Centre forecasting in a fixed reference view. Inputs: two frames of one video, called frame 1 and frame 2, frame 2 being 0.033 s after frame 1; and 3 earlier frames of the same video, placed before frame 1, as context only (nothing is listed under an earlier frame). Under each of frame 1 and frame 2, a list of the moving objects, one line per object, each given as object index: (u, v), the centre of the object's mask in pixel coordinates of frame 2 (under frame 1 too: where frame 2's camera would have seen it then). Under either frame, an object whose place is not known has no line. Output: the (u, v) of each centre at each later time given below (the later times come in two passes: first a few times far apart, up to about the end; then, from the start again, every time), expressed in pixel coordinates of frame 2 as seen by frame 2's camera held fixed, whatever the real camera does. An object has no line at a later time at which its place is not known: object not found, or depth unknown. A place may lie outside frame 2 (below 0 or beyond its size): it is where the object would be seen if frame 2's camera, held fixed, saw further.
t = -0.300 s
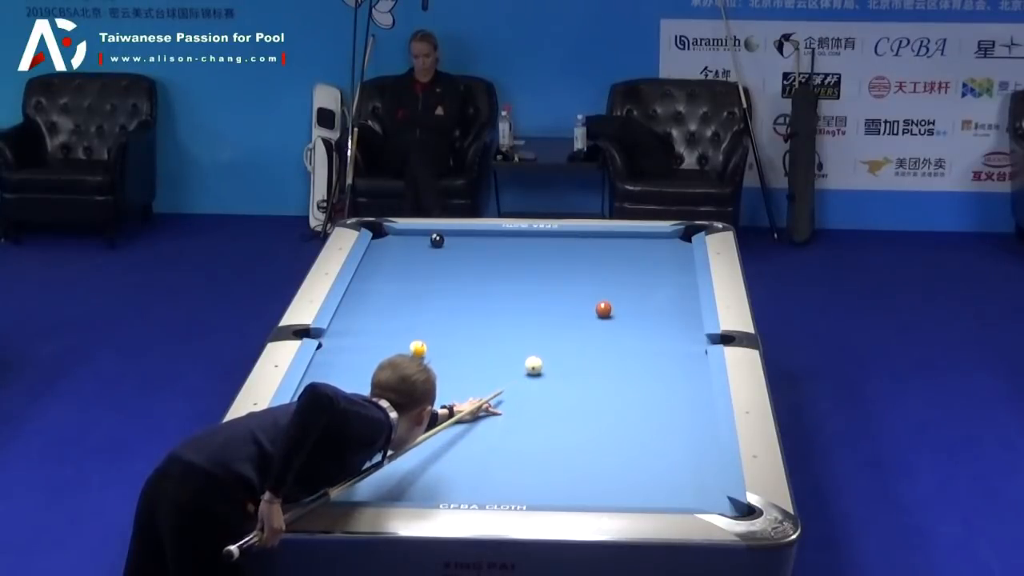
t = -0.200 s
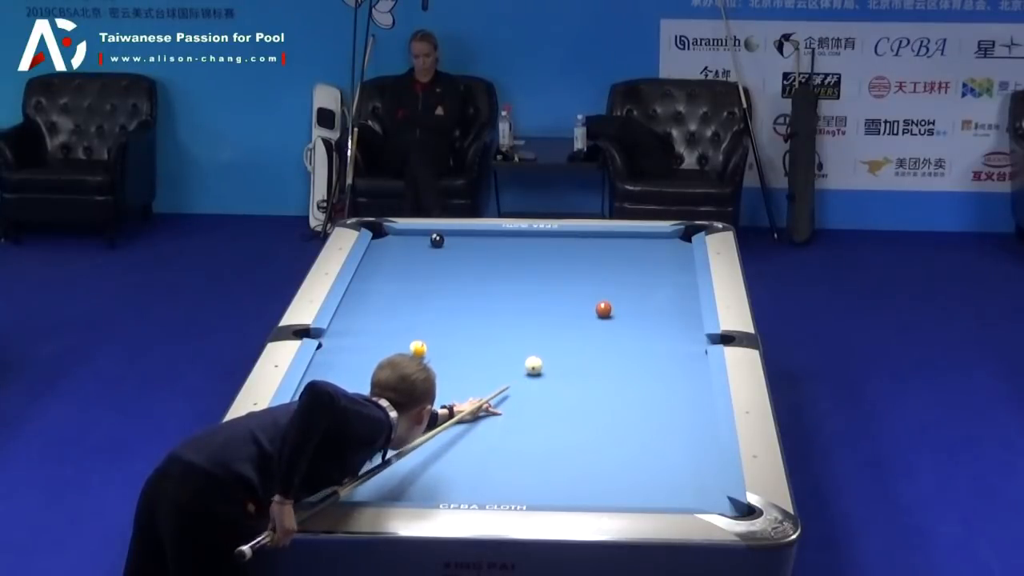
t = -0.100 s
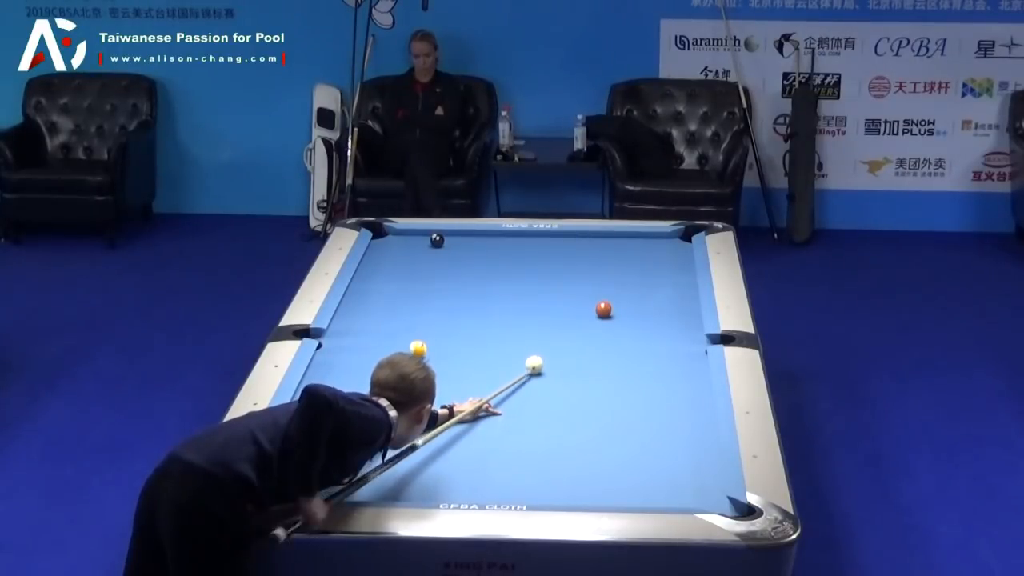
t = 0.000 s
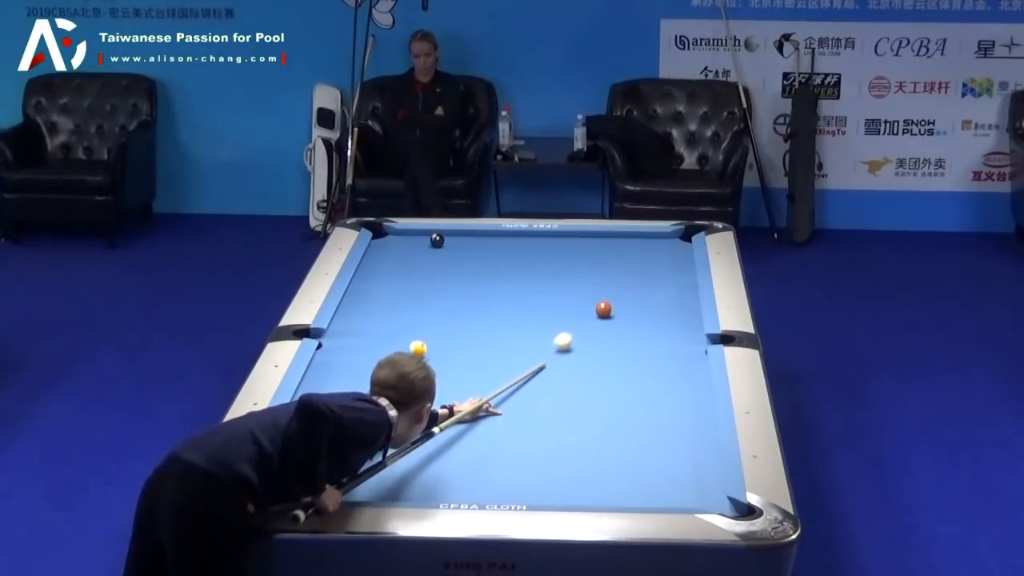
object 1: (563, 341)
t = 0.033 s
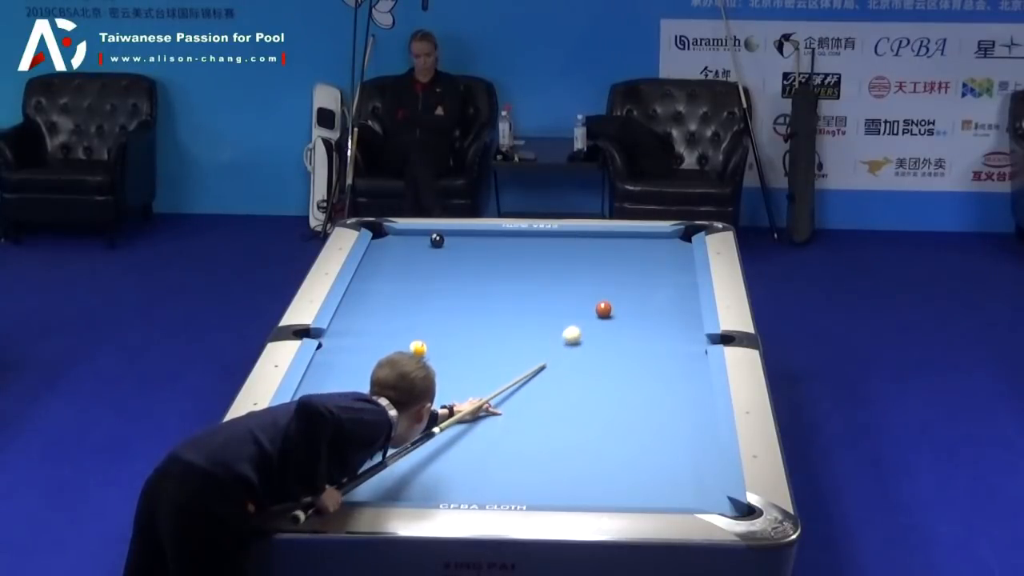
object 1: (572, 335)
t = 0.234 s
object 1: (600, 314)
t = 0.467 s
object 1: (605, 315)
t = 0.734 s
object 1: (608, 315)
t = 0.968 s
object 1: (610, 315)
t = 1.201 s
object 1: (611, 316)
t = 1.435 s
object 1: (612, 316)
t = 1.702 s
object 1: (611, 315)
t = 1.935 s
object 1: (611, 315)
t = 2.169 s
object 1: (611, 315)
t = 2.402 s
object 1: (611, 315)
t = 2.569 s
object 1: (612, 315)
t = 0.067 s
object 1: (580, 328)
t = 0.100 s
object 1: (587, 323)
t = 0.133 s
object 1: (595, 317)
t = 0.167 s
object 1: (599, 314)
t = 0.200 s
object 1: (599, 314)
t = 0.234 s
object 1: (600, 314)
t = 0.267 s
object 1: (601, 314)
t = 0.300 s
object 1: (601, 314)
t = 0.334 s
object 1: (602, 314)
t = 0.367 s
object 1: (603, 315)
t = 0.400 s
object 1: (603, 315)
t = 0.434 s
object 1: (604, 315)
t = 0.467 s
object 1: (605, 315)
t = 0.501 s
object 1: (605, 315)
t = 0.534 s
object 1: (605, 315)
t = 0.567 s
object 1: (606, 315)
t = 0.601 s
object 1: (606, 315)
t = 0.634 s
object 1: (607, 315)
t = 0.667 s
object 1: (607, 315)
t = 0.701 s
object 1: (608, 315)
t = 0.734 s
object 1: (608, 315)
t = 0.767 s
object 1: (608, 315)
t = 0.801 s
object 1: (609, 315)
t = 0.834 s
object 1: (609, 315)
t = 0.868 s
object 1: (609, 315)
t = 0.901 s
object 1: (610, 315)
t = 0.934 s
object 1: (610, 315)
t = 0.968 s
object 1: (610, 315)
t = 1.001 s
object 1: (610, 315)
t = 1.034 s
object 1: (610, 315)
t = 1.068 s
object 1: (611, 315)
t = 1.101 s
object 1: (611, 315)
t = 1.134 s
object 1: (611, 316)
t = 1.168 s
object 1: (611, 316)
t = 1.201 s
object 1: (611, 316)
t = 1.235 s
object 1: (611, 315)
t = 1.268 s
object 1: (611, 315)
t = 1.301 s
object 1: (611, 316)
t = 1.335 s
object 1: (611, 316)
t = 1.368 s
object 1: (611, 315)
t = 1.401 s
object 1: (611, 316)
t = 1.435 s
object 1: (612, 316)
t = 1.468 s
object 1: (611, 316)
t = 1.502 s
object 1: (611, 315)
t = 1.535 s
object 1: (611, 315)
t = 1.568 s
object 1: (611, 315)
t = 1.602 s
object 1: (611, 316)
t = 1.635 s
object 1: (611, 315)
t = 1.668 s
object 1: (611, 315)
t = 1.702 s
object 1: (611, 315)
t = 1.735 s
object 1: (611, 315)
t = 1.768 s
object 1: (611, 315)
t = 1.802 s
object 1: (611, 315)
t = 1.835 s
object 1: (611, 315)
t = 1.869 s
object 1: (611, 315)
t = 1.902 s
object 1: (611, 315)
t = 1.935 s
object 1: (611, 315)
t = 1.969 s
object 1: (611, 315)
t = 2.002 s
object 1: (611, 315)
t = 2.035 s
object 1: (611, 315)
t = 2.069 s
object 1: (611, 315)
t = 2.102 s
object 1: (611, 315)
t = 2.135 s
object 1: (611, 315)
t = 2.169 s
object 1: (611, 315)
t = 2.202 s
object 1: (611, 315)
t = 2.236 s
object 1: (611, 315)
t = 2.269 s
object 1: (611, 315)
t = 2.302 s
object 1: (611, 315)
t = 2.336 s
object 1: (611, 315)
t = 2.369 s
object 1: (611, 315)
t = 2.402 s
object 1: (611, 315)
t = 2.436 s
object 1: (612, 315)
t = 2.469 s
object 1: (612, 315)
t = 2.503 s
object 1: (612, 315)
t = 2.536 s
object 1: (612, 315)
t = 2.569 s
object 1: (612, 315)
